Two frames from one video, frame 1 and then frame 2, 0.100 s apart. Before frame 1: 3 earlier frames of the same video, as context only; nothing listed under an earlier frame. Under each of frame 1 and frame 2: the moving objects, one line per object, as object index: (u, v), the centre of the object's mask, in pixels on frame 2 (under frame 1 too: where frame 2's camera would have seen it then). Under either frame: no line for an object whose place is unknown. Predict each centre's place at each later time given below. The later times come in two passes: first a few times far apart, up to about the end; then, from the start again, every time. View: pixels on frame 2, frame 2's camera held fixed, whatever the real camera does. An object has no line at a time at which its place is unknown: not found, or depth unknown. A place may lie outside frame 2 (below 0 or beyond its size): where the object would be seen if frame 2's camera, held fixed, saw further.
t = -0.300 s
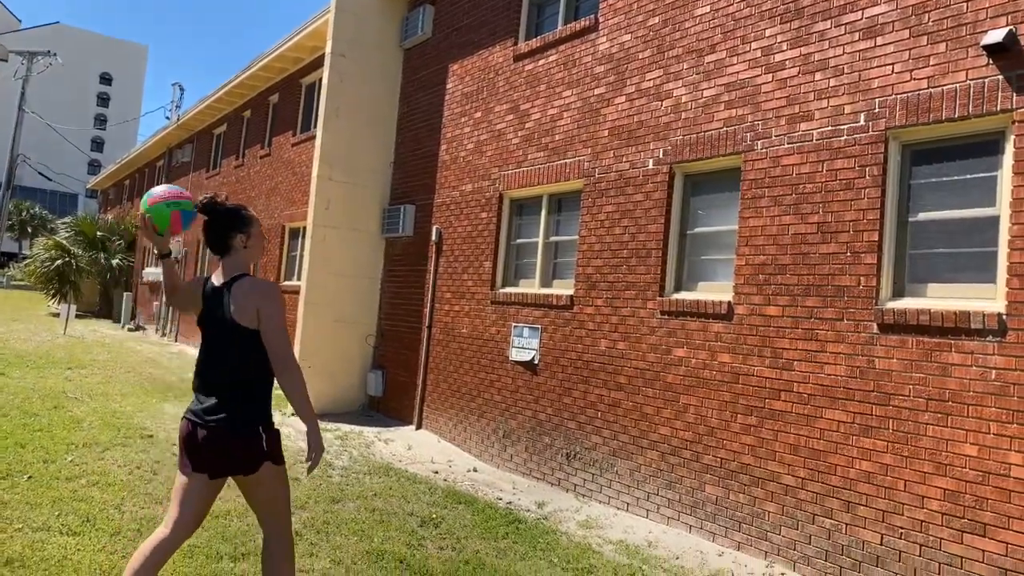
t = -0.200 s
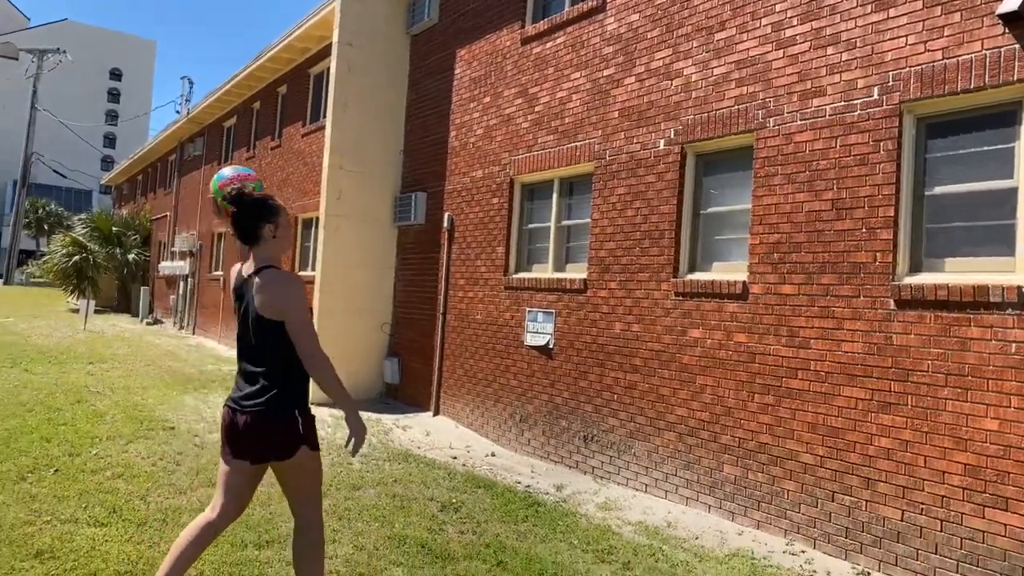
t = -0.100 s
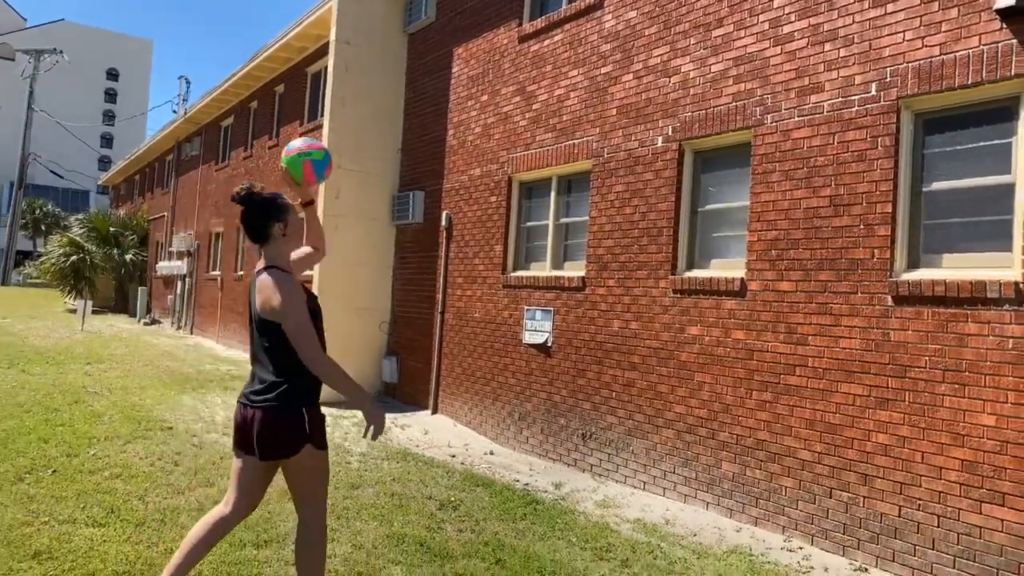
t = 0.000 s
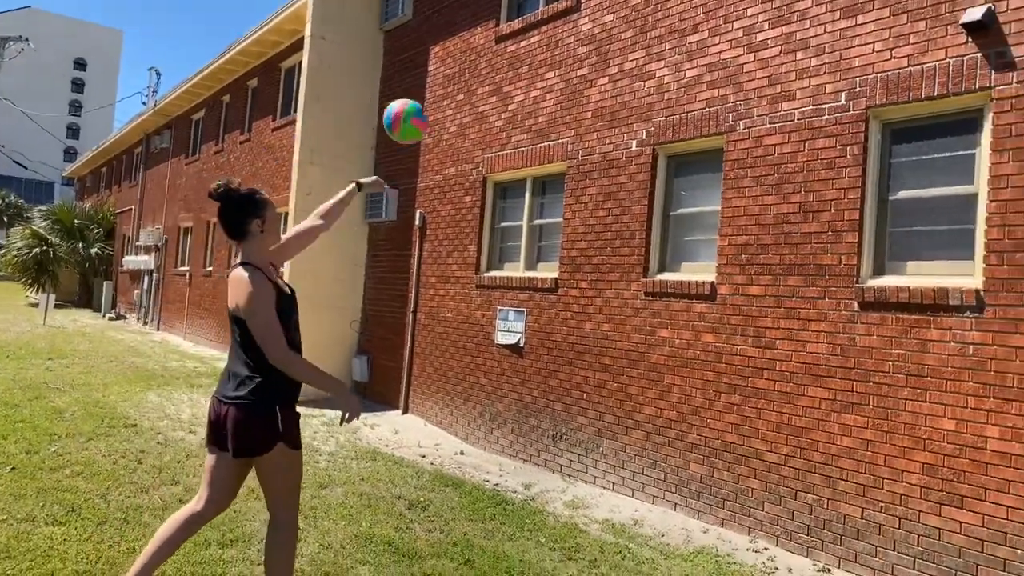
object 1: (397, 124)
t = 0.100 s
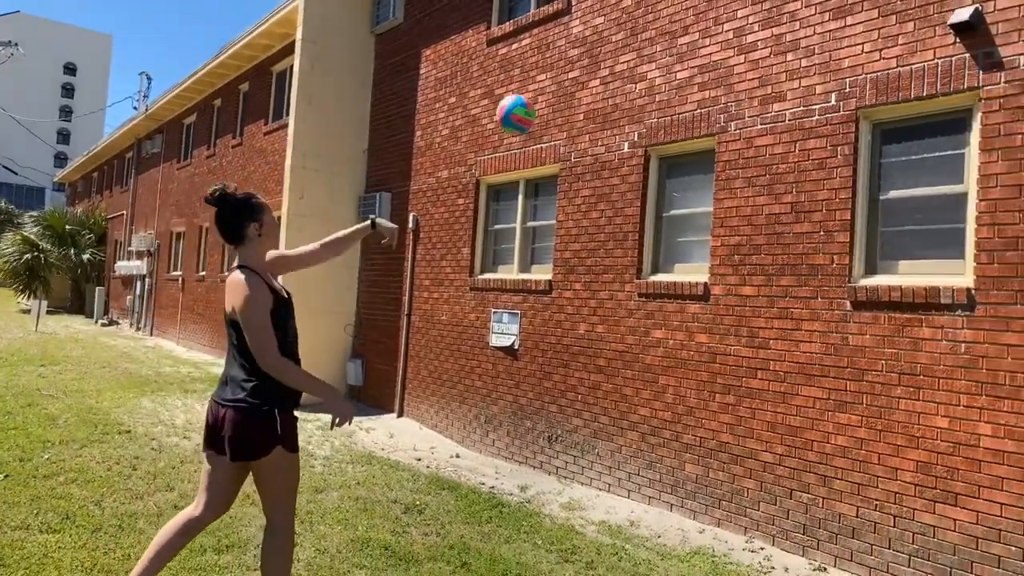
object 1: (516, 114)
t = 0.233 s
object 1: (632, 127)
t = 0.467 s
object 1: (695, 177)
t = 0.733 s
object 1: (541, 293)
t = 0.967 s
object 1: (347, 550)
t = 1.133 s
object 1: (256, 459)
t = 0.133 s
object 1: (548, 115)
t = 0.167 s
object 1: (577, 117)
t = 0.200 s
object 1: (605, 120)
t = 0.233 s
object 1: (632, 127)
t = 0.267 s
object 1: (655, 133)
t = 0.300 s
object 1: (678, 141)
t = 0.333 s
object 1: (698, 150)
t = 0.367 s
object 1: (716, 159)
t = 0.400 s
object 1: (725, 168)
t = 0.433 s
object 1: (710, 172)
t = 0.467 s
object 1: (695, 177)
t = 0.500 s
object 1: (678, 184)
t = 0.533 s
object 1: (660, 193)
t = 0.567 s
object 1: (643, 204)
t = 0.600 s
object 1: (624, 217)
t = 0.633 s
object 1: (604, 233)
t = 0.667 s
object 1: (584, 250)
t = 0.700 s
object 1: (563, 271)
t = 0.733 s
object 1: (541, 293)
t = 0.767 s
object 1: (517, 319)
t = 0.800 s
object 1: (493, 348)
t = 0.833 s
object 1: (468, 380)
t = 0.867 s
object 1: (441, 416)
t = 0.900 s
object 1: (412, 456)
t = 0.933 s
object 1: (380, 501)
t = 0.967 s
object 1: (347, 550)
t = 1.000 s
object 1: (324, 557)
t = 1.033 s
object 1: (309, 531)
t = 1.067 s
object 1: (292, 505)
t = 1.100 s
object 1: (274, 482)
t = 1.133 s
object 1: (256, 459)
